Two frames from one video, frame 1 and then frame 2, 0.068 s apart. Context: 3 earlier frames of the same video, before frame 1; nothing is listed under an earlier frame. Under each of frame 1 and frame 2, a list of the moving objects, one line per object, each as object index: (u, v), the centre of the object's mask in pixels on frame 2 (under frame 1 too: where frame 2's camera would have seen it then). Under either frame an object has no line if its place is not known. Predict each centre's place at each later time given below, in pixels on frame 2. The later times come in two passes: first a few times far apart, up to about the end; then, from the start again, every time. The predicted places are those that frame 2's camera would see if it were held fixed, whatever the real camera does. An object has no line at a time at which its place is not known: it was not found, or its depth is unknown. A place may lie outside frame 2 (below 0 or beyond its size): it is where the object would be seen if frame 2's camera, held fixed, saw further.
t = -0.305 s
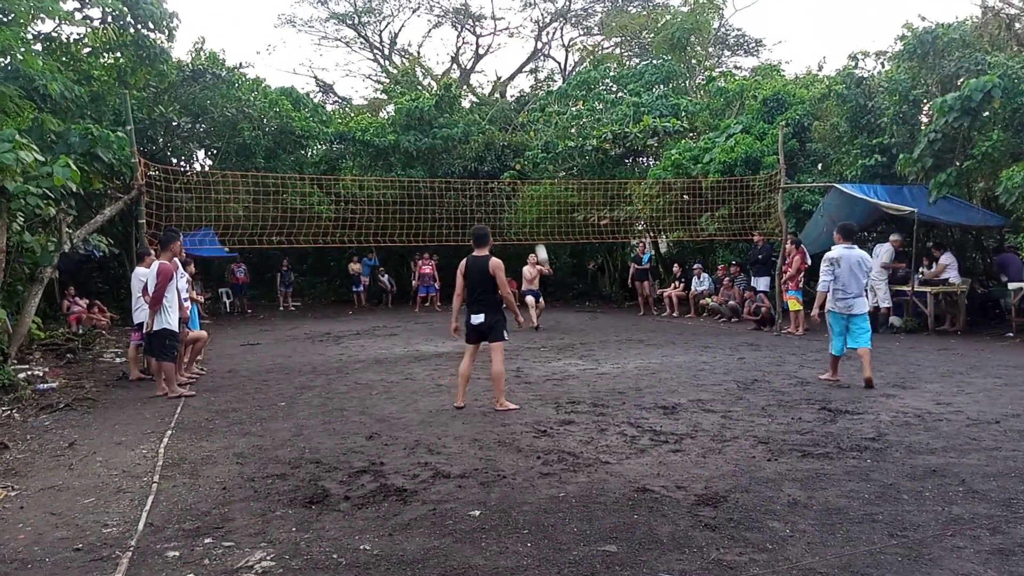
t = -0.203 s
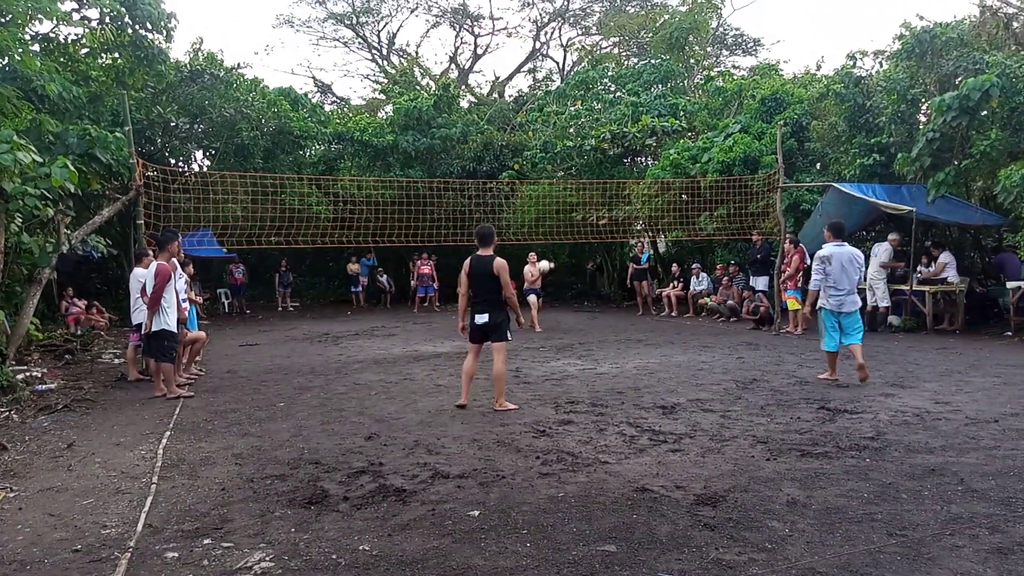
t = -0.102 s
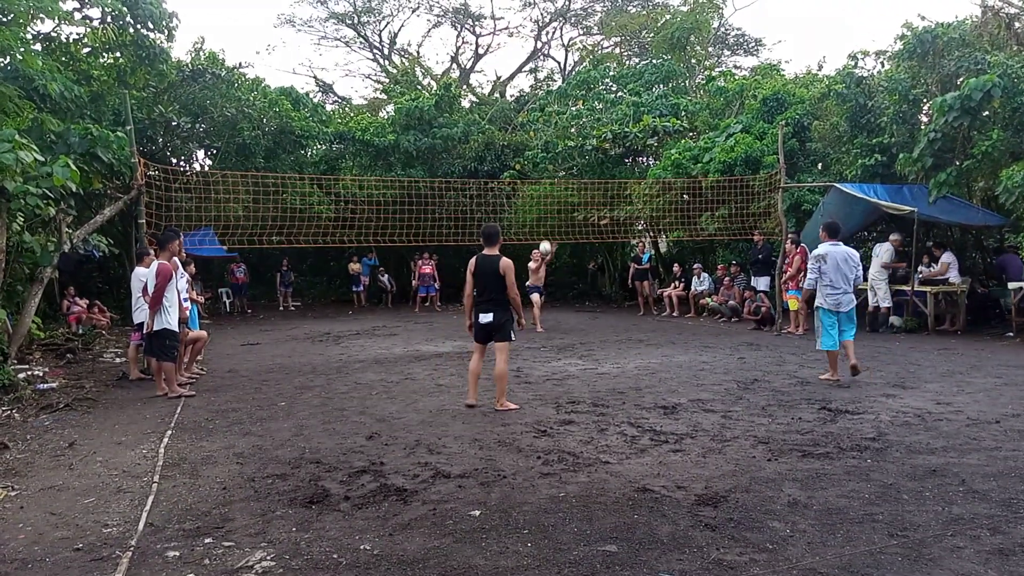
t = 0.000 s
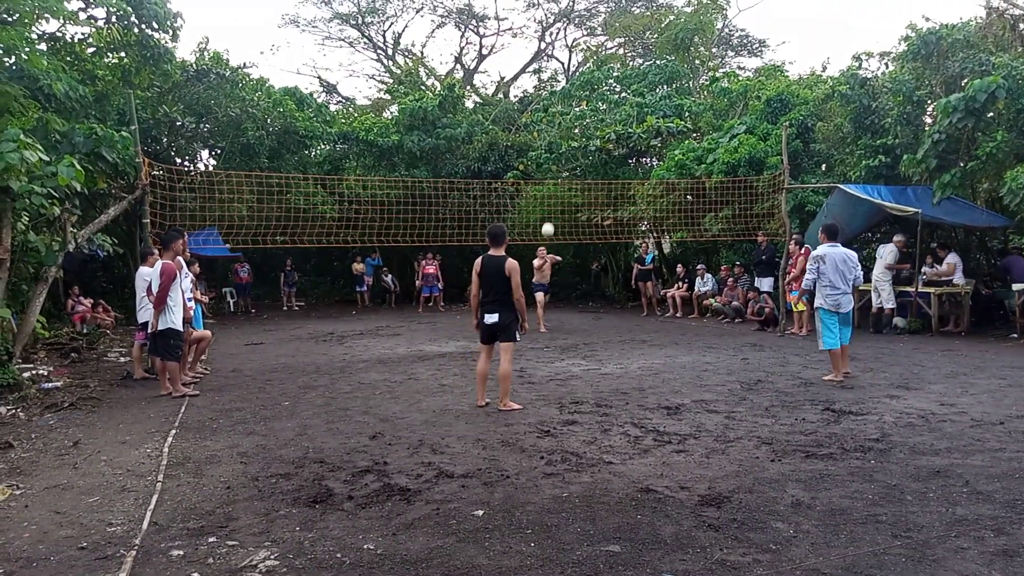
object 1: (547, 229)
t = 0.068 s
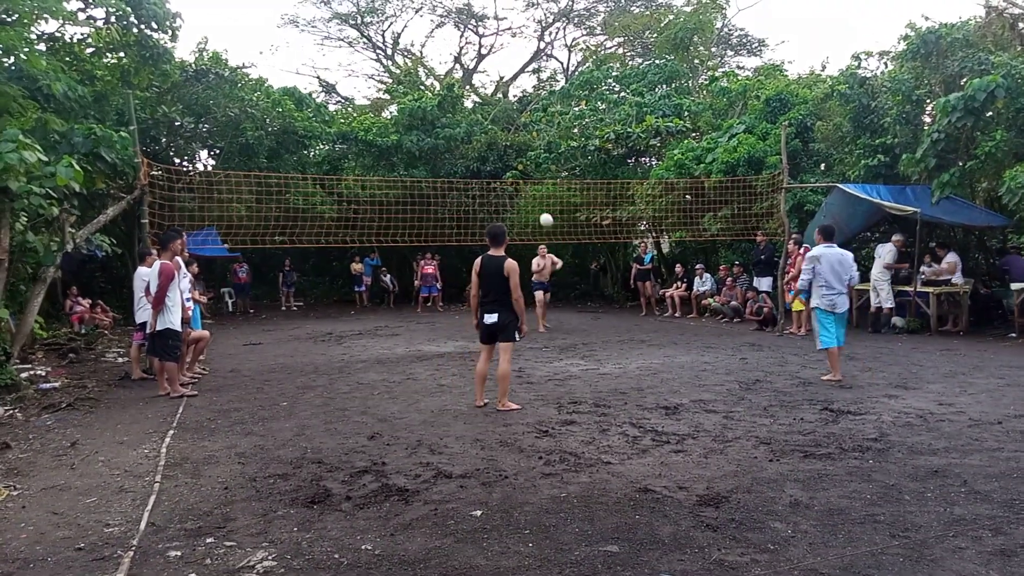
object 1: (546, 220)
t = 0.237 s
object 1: (547, 206)
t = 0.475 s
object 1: (548, 210)
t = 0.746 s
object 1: (524, 230)
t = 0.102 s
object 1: (546, 216)
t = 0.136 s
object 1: (546, 212)
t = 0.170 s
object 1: (546, 209)
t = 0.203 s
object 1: (546, 207)
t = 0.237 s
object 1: (547, 206)
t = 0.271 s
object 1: (547, 205)
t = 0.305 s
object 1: (547, 205)
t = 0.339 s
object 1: (547, 206)
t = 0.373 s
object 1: (548, 207)
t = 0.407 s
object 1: (549, 208)
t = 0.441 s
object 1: (549, 209)
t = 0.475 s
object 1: (548, 210)
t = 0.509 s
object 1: (547, 212)
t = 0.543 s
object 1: (545, 213)
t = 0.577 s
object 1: (541, 215)
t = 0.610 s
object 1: (538, 217)
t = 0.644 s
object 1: (535, 219)
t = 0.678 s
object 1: (531, 222)
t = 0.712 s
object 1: (527, 226)
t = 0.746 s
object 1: (524, 230)
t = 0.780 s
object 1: (520, 235)
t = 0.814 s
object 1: (518, 241)
